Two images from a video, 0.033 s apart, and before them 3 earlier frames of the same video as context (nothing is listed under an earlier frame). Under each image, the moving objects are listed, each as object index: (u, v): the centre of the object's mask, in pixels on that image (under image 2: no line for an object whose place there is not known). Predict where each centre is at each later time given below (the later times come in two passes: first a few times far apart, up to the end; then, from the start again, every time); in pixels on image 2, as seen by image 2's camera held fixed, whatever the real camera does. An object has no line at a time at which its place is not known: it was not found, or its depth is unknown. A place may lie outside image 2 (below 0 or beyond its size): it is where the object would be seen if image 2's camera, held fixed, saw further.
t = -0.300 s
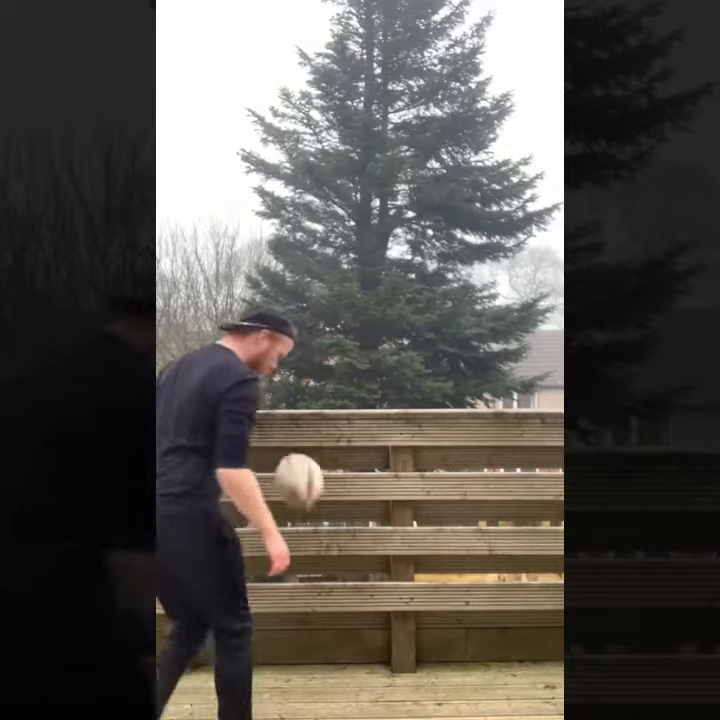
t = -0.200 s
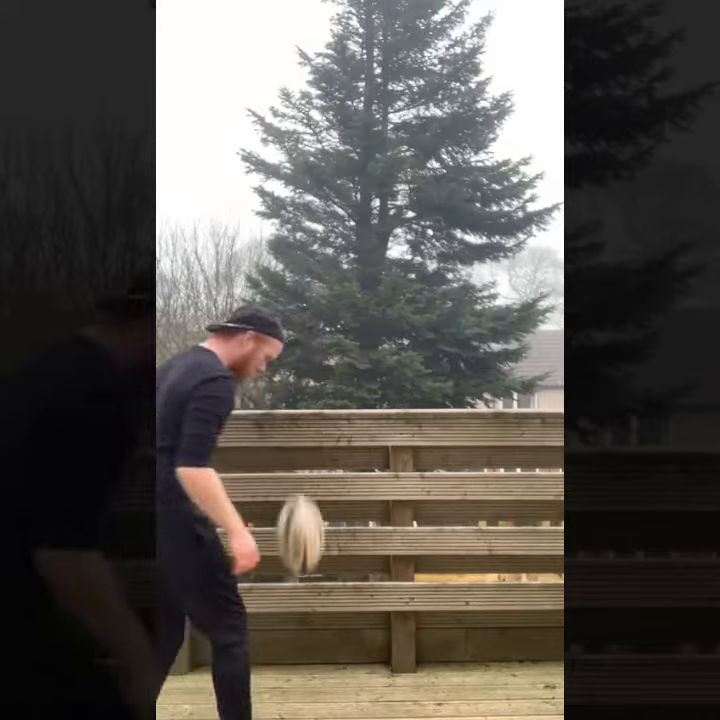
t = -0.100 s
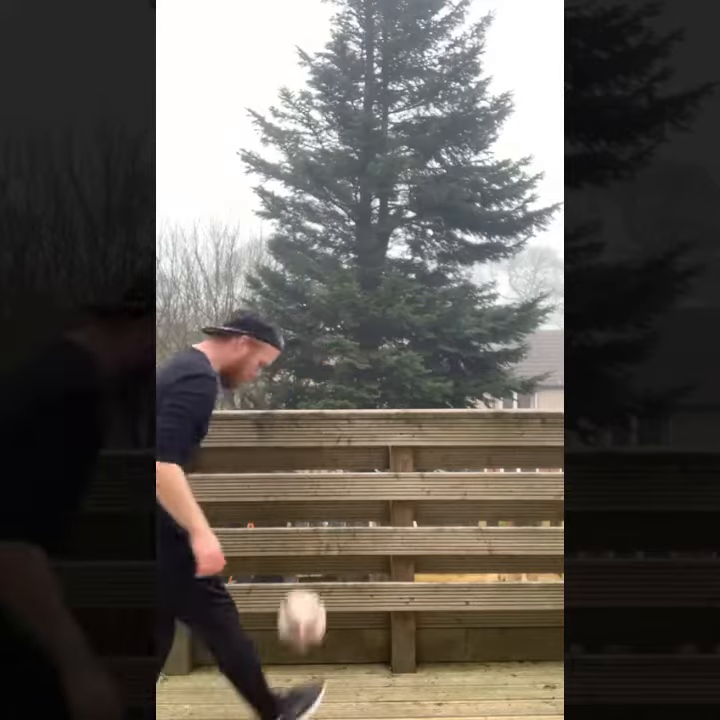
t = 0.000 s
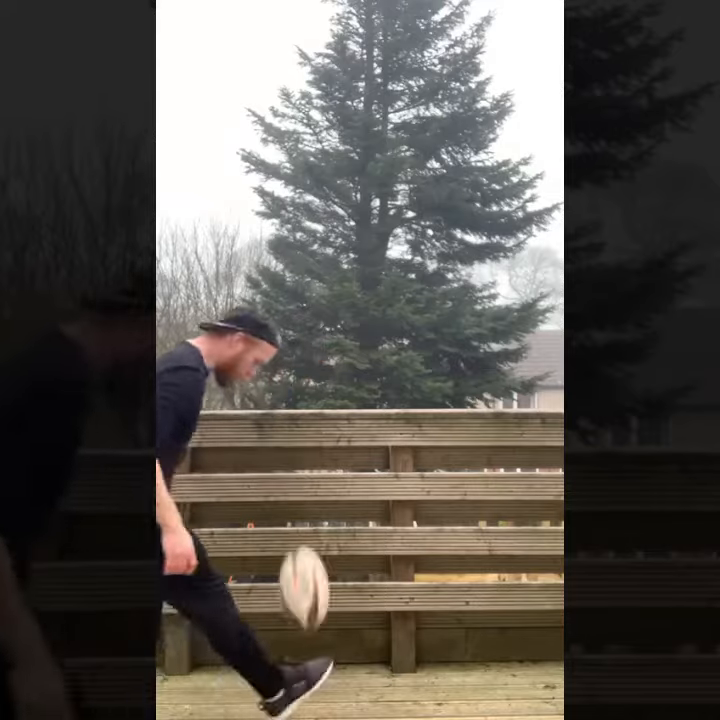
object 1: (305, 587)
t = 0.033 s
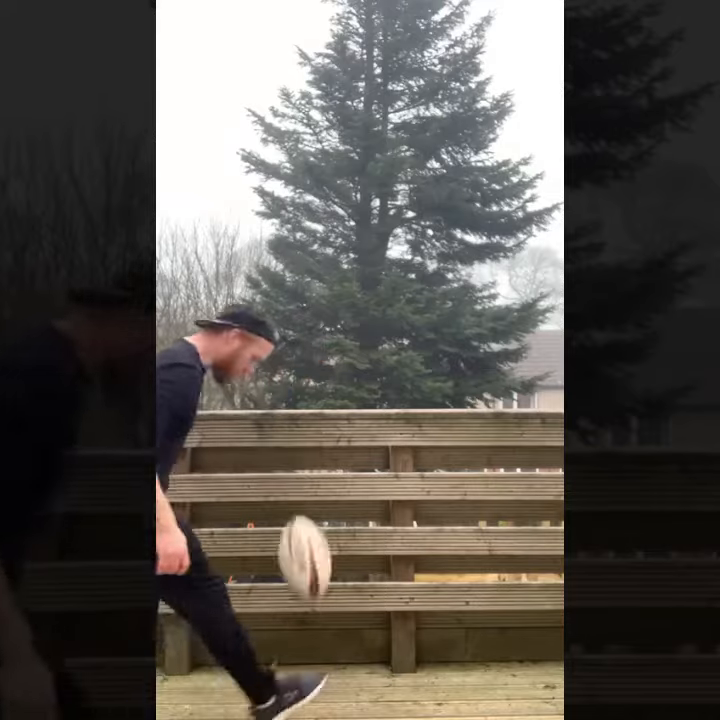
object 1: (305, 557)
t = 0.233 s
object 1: (309, 438)
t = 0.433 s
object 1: (316, 425)
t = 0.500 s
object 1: (319, 447)
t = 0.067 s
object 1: (305, 532)
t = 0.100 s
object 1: (306, 506)
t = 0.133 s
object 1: (306, 486)
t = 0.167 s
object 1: (308, 467)
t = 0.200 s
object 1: (308, 449)
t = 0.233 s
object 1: (309, 438)
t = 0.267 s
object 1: (310, 428)
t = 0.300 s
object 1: (311, 421)
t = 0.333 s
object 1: (312, 416)
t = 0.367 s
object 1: (313, 416)
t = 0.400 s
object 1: (314, 419)
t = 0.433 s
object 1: (316, 425)
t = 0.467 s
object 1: (318, 434)
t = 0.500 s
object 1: (319, 447)
